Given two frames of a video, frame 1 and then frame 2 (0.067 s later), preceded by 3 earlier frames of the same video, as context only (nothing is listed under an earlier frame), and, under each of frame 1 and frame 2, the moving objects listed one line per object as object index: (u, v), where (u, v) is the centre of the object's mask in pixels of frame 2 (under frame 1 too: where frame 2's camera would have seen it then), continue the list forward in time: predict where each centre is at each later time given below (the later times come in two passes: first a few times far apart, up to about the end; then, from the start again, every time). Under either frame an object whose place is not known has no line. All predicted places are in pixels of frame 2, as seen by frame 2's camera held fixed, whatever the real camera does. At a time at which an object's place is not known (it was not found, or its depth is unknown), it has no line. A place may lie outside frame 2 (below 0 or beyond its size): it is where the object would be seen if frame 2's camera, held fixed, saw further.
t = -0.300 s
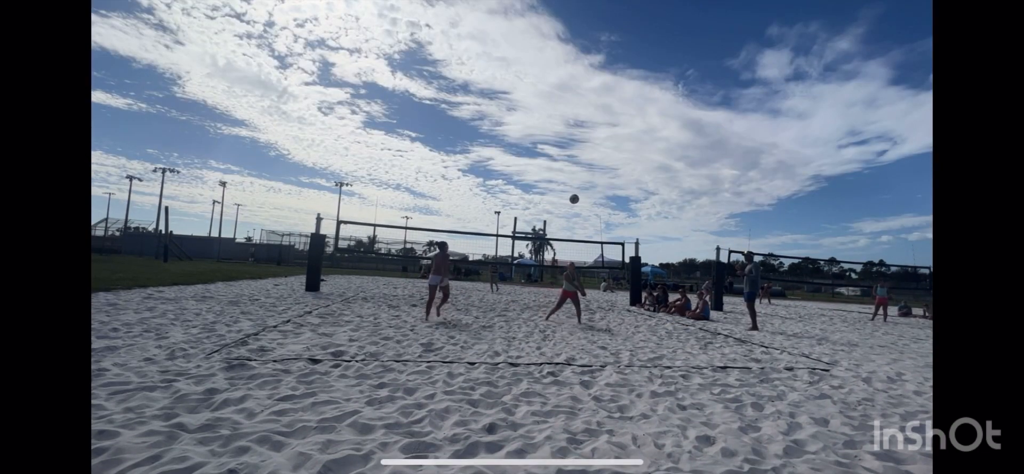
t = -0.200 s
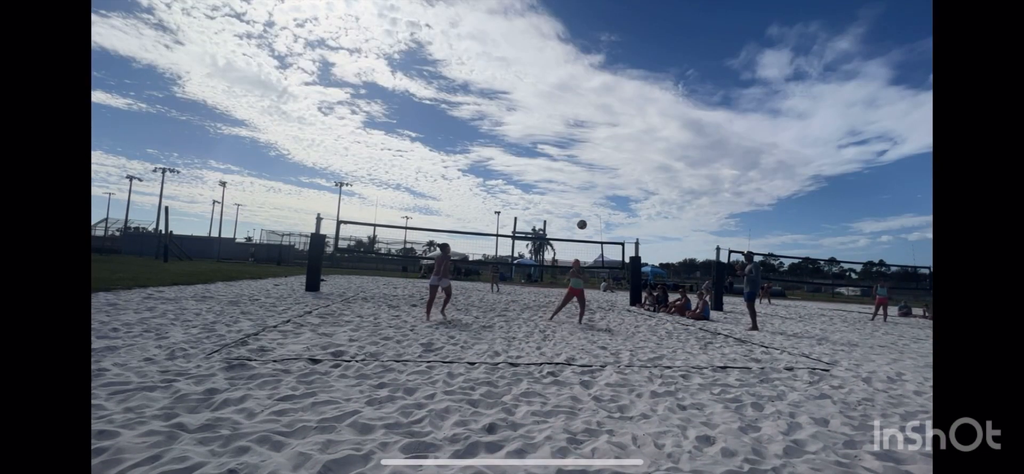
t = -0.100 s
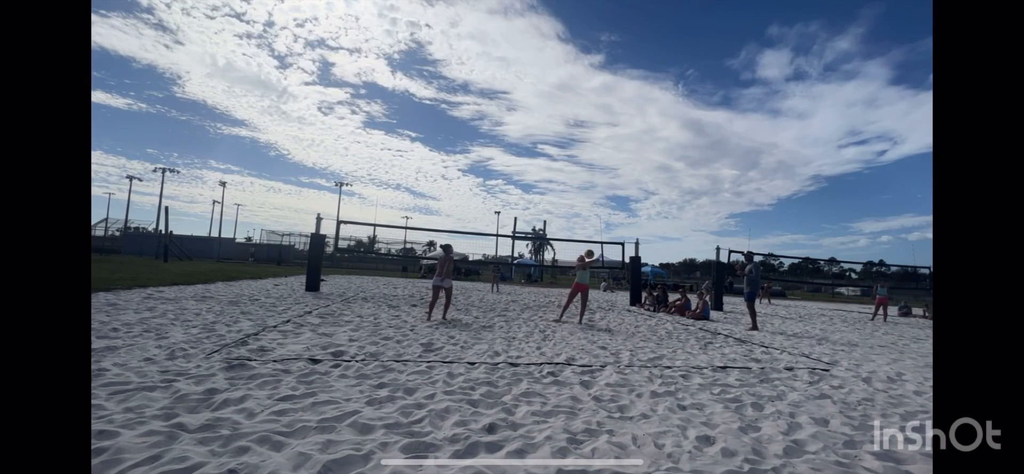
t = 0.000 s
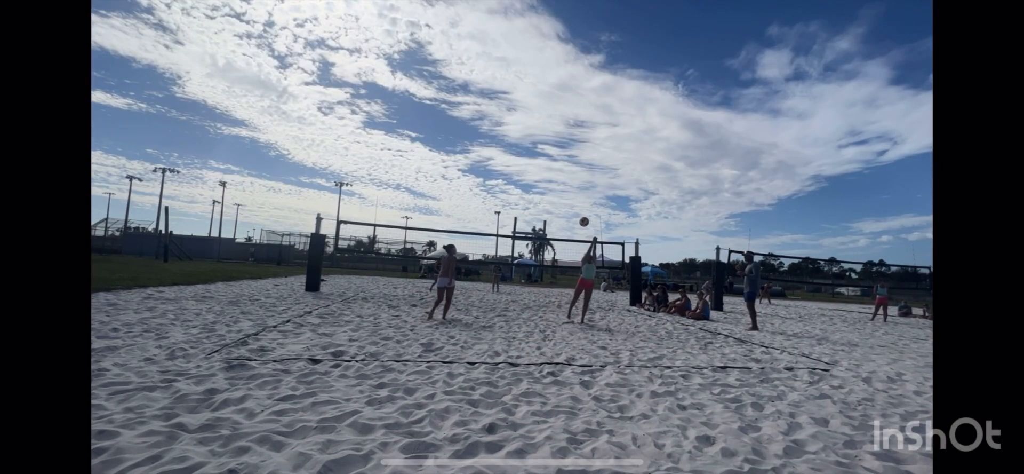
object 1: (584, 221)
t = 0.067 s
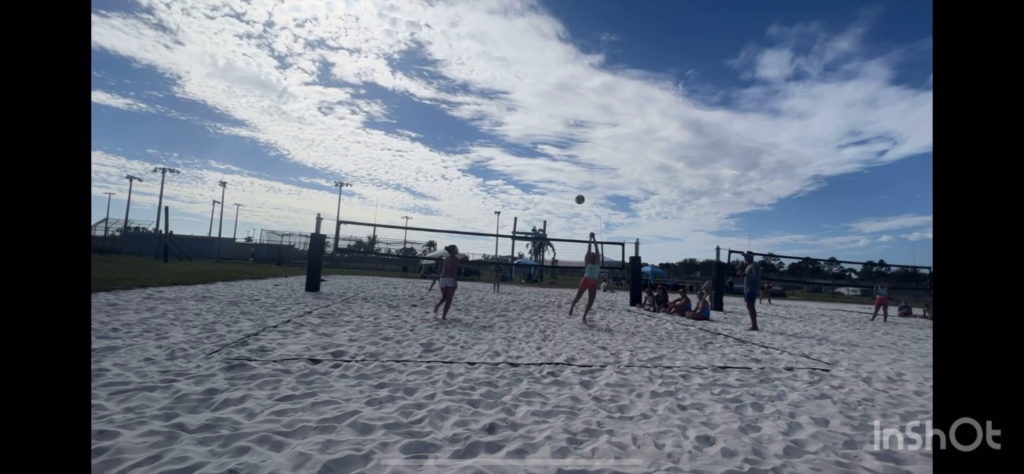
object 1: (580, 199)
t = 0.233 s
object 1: (569, 155)
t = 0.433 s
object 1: (557, 121)
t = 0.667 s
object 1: (545, 105)
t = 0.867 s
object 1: (534, 108)
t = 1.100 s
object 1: (521, 129)
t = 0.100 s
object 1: (578, 189)
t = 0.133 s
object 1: (575, 180)
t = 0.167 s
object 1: (573, 170)
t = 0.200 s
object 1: (571, 162)
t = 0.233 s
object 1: (569, 155)
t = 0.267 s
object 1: (567, 148)
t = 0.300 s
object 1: (565, 141)
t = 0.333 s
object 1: (563, 135)
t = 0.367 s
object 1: (561, 130)
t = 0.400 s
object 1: (559, 125)
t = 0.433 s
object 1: (557, 121)
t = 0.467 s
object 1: (555, 117)
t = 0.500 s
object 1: (554, 114)
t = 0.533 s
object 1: (552, 111)
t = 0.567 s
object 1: (550, 109)
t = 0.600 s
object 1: (548, 107)
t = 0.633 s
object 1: (546, 106)
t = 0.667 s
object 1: (545, 105)
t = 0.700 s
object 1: (543, 105)
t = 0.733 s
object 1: (541, 104)
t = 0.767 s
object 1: (539, 105)
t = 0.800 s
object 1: (538, 106)
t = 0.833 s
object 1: (536, 107)
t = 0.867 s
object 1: (534, 108)
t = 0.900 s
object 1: (532, 110)
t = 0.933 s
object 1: (530, 112)
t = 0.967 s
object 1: (528, 115)
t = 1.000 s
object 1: (527, 118)
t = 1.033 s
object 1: (525, 121)
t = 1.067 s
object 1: (523, 125)
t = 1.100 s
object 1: (521, 129)
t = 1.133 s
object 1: (519, 134)
